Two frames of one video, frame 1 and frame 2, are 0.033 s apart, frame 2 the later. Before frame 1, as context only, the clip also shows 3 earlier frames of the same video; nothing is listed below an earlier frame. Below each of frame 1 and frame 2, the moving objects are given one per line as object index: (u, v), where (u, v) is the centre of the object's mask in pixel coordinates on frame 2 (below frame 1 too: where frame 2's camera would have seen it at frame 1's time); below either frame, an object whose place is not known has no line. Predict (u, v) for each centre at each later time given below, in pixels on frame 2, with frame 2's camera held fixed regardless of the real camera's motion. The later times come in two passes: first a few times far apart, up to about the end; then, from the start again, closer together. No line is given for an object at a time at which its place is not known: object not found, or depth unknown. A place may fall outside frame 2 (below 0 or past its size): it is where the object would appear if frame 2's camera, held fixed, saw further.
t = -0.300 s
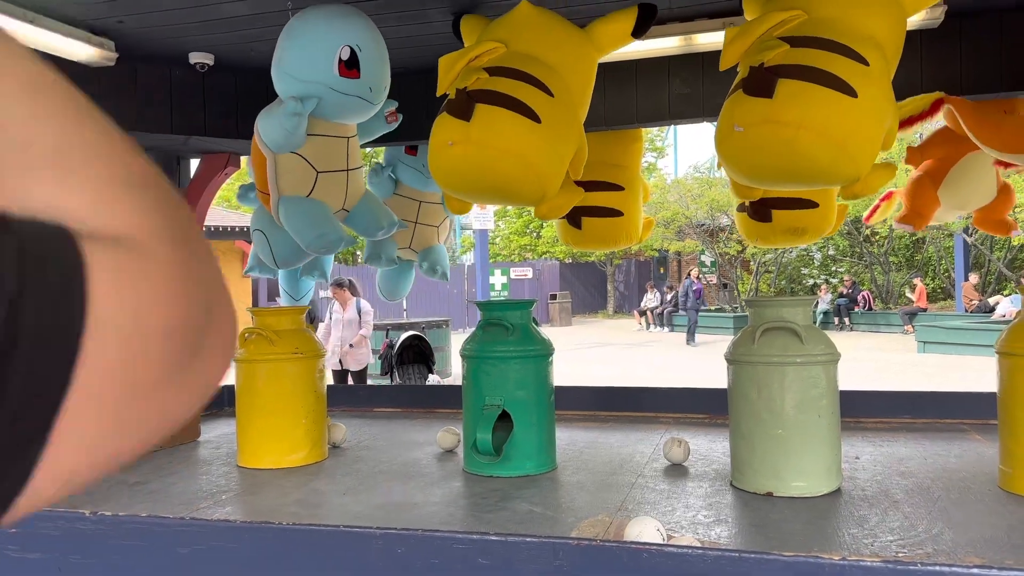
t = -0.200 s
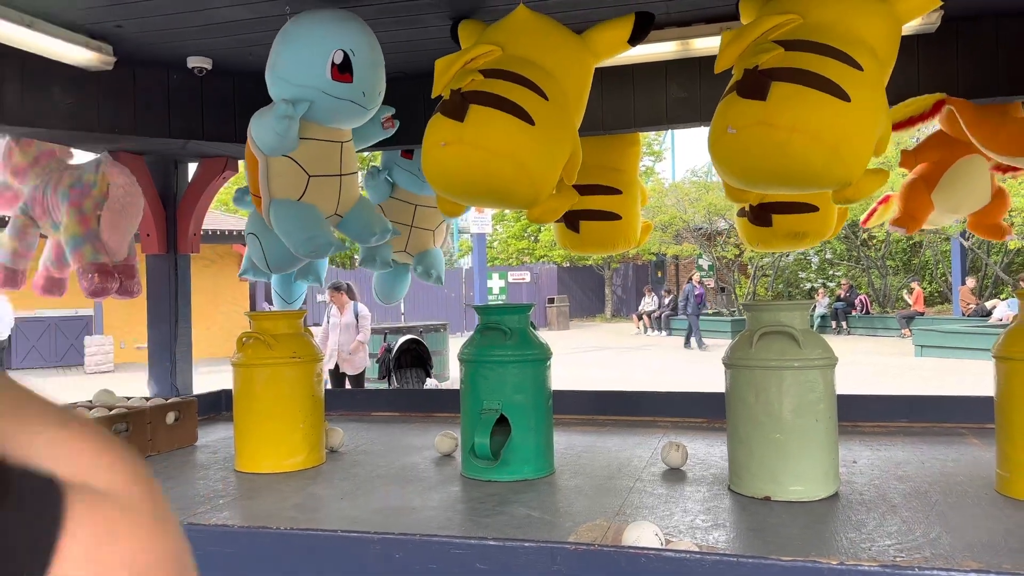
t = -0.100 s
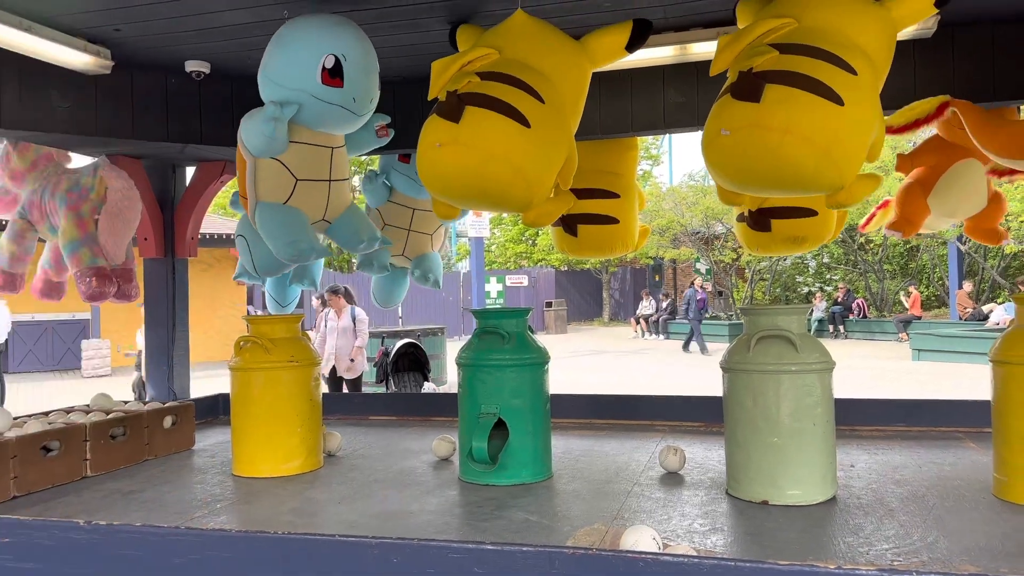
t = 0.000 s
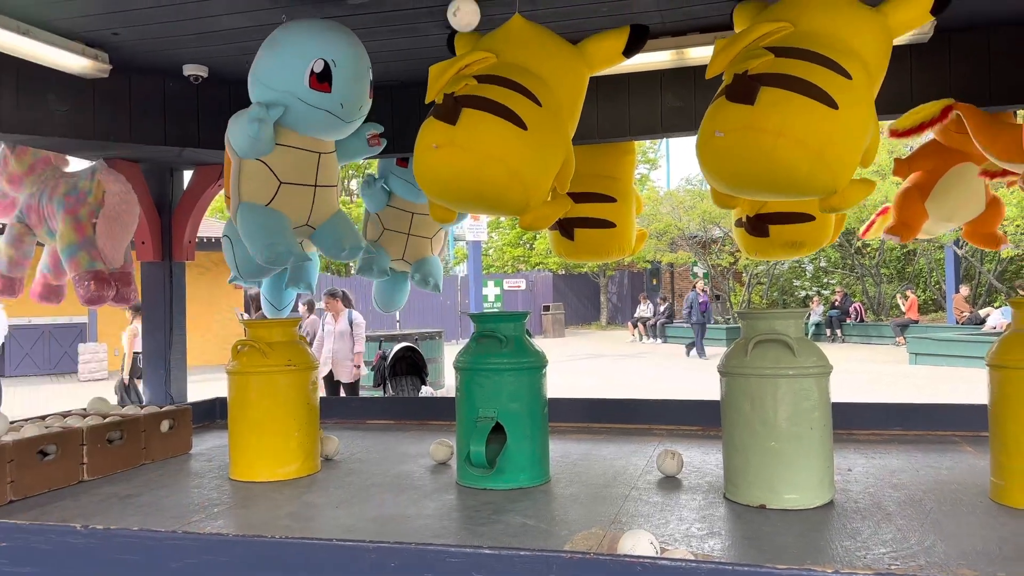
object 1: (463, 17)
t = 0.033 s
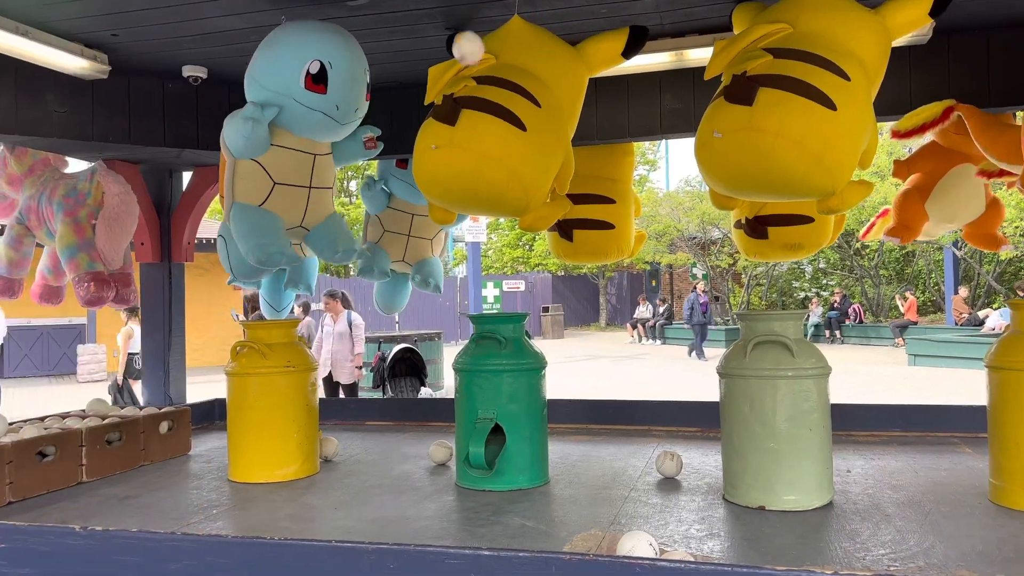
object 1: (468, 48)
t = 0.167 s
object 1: (486, 194)
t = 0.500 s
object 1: (512, 178)
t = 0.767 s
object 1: (531, 223)
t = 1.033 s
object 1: (550, 480)
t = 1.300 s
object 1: (576, 389)
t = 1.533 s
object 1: (599, 478)
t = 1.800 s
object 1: (609, 457)
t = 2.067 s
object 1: (622, 476)
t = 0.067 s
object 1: (473, 83)
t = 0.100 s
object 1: (477, 118)
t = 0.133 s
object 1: (482, 155)
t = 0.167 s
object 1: (486, 194)
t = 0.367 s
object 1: (503, 229)
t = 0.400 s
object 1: (505, 212)
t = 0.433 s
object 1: (507, 198)
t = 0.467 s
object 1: (510, 187)
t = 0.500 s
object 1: (512, 178)
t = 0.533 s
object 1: (514, 173)
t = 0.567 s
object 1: (516, 171)
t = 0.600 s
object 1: (519, 172)
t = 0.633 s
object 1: (521, 176)
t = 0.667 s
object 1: (523, 183)
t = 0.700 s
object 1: (526, 193)
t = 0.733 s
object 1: (528, 207)
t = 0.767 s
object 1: (531, 223)
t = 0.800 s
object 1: (533, 244)
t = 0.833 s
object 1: (535, 266)
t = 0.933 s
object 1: (543, 357)
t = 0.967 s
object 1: (545, 395)
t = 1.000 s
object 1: (548, 436)
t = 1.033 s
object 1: (550, 480)
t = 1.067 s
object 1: (553, 458)
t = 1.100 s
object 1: (556, 437)
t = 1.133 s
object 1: (560, 421)
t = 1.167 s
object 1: (563, 409)
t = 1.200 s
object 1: (566, 399)
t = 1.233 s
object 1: (569, 392)
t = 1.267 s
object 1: (573, 389)
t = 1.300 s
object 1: (576, 389)
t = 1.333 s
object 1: (579, 393)
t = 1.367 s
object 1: (583, 400)
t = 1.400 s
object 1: (586, 411)
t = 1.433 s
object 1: (590, 423)
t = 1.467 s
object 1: (593, 441)
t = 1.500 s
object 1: (599, 465)
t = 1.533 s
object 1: (599, 478)
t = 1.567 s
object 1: (600, 465)
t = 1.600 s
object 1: (602, 452)
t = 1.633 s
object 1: (603, 444)
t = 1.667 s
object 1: (604, 440)
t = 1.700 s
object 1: (606, 439)
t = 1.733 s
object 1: (607, 441)
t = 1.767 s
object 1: (607, 447)
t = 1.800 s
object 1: (609, 457)
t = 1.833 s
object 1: (611, 469)
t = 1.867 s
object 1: (613, 480)
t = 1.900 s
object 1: (613, 470)
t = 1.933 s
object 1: (616, 465)
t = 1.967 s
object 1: (616, 463)
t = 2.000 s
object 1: (617, 464)
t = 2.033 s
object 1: (617, 467)
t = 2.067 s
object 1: (622, 476)
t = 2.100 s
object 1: (623, 483)
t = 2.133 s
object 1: (622, 477)
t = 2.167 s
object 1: (622, 476)
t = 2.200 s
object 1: (623, 477)
